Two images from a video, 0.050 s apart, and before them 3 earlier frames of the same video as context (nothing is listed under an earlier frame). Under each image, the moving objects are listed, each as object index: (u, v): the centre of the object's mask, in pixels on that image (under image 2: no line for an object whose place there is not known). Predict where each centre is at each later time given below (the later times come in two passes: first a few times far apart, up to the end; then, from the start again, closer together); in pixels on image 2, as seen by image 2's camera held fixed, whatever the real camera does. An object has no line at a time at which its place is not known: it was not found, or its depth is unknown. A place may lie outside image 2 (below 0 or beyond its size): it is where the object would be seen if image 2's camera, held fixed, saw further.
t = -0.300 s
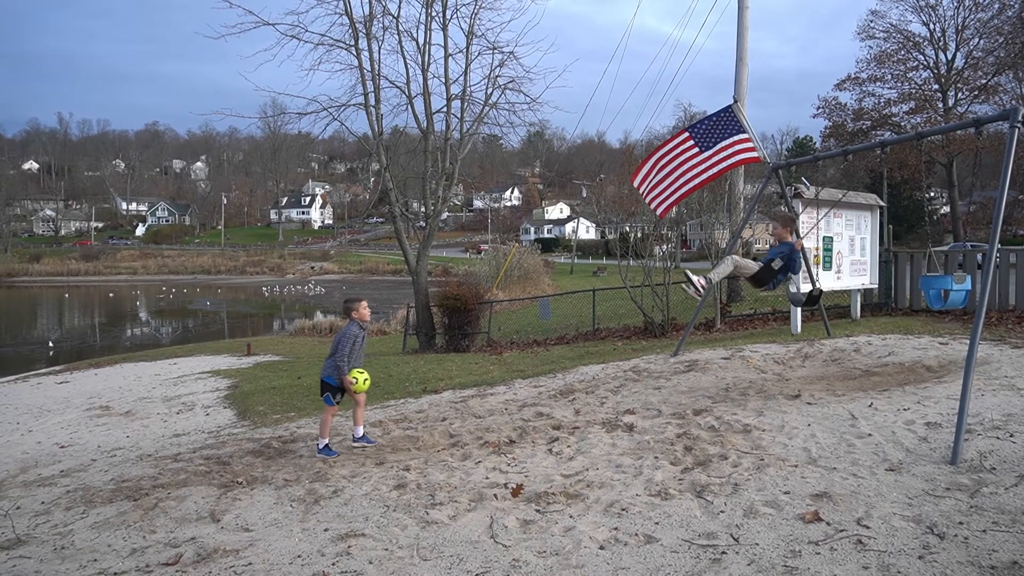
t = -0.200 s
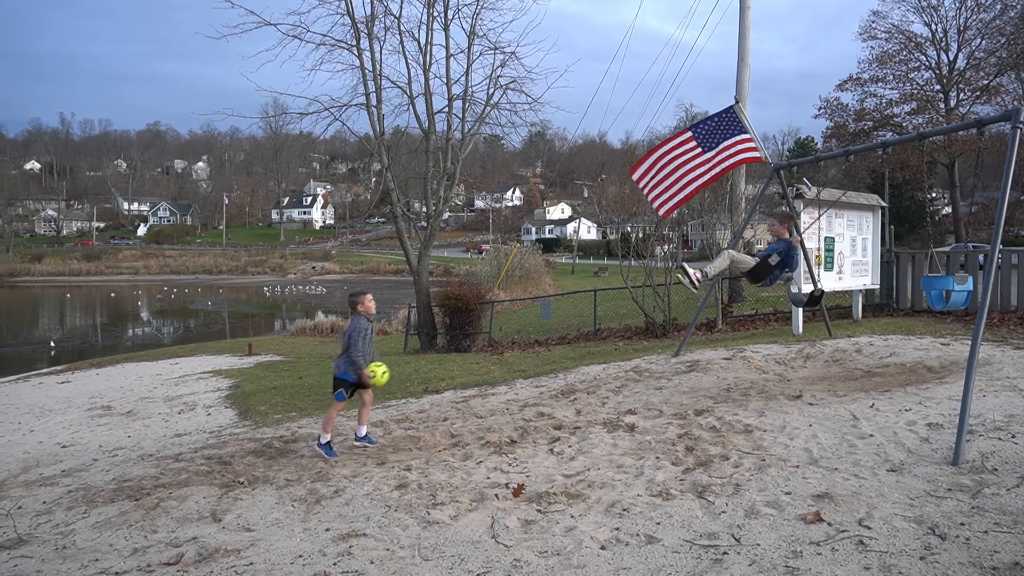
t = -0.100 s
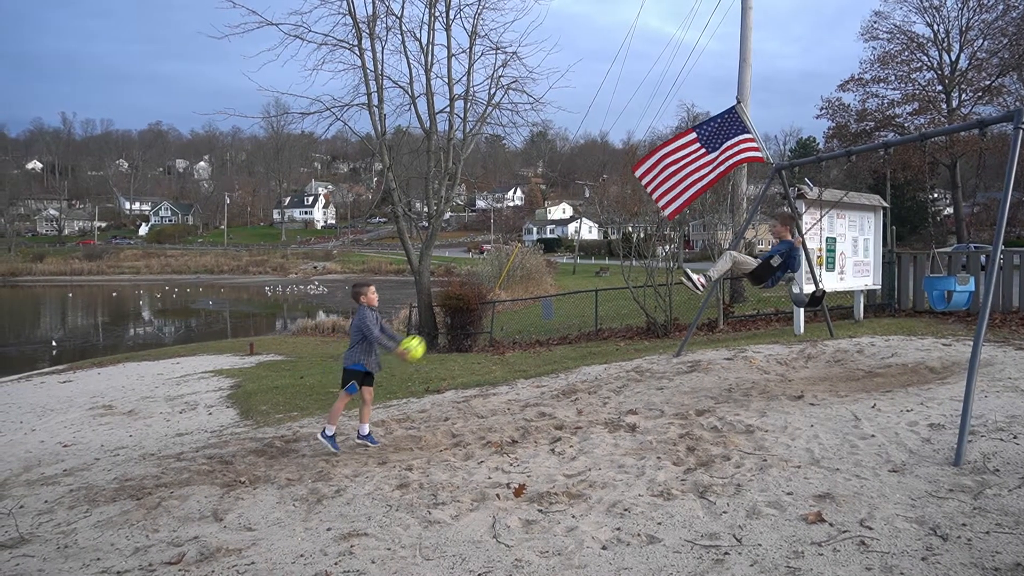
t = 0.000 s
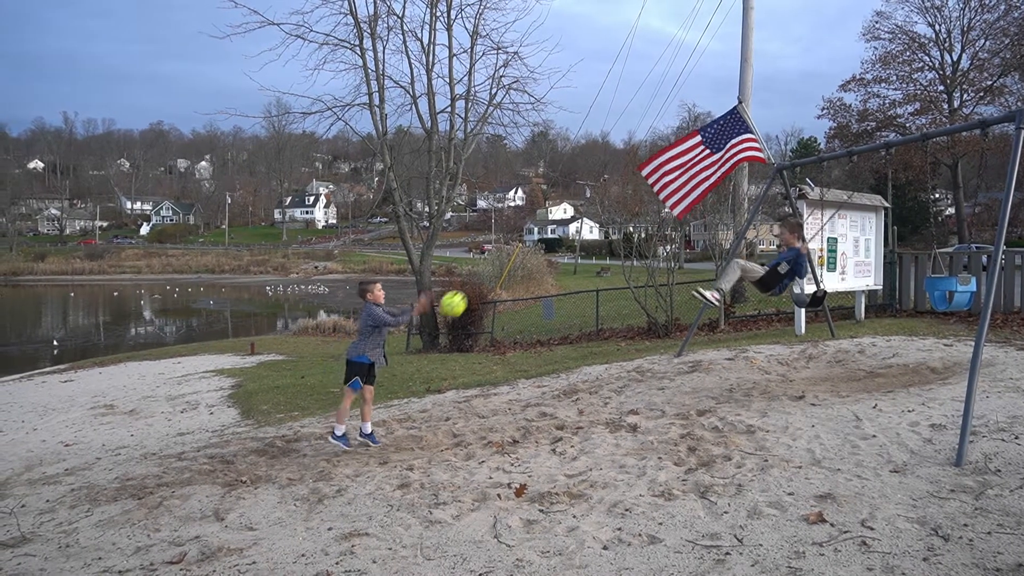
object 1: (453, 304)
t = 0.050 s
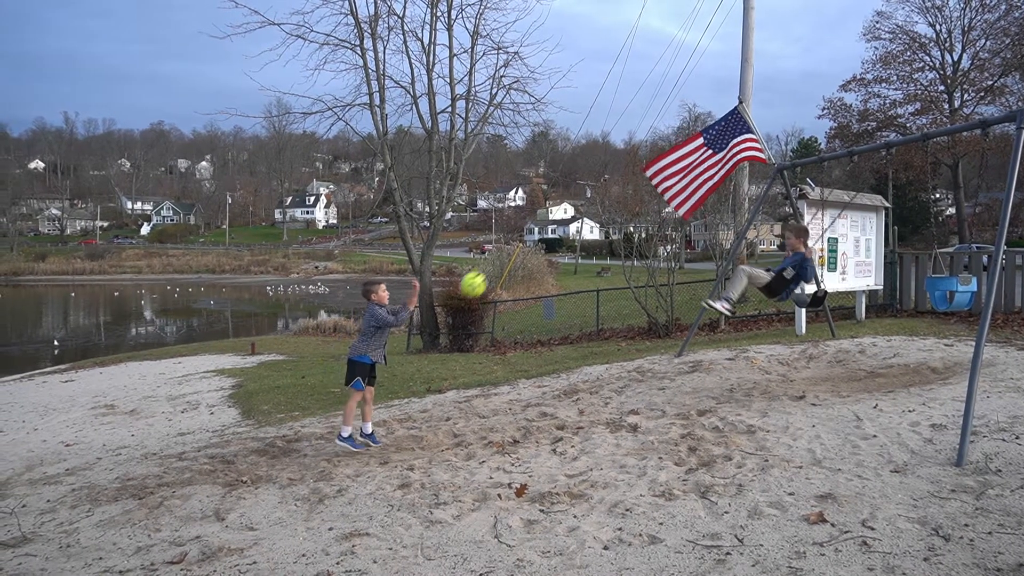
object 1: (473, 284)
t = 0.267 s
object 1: (558, 234)
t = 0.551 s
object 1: (664, 252)
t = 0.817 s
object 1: (758, 356)
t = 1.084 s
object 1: (812, 346)
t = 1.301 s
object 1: (852, 369)
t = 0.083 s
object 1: (487, 273)
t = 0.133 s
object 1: (507, 258)
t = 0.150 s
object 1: (513, 253)
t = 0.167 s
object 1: (519, 250)
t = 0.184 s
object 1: (525, 246)
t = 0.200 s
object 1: (533, 243)
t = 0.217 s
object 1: (539, 240)
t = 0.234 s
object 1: (546, 238)
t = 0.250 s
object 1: (552, 235)
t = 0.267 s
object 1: (558, 234)
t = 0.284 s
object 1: (565, 232)
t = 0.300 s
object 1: (570, 231)
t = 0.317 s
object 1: (576, 230)
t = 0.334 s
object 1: (584, 229)
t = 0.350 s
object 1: (590, 228)
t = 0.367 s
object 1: (597, 229)
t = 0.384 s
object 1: (603, 229)
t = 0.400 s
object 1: (609, 230)
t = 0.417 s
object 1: (615, 232)
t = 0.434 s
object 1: (621, 233)
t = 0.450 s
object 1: (627, 234)
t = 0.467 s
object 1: (633, 236)
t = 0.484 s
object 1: (640, 239)
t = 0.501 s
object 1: (646, 242)
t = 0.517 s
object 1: (651, 245)
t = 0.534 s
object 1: (658, 249)
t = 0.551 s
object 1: (664, 252)
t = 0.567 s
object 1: (670, 256)
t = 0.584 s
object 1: (677, 260)
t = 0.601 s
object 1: (682, 265)
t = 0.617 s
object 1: (689, 270)
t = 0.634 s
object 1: (695, 275)
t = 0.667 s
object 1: (707, 288)
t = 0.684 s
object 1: (713, 294)
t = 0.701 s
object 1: (718, 301)
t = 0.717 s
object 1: (724, 308)
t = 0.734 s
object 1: (730, 315)
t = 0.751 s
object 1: (735, 322)
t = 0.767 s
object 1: (741, 330)
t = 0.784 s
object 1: (747, 338)
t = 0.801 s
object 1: (752, 346)
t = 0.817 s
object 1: (758, 356)
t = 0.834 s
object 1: (763, 364)
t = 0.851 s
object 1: (769, 376)
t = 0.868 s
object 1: (773, 378)
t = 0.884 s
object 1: (776, 374)
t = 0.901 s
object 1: (779, 369)
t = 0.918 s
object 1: (782, 366)
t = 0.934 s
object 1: (785, 362)
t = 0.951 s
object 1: (788, 359)
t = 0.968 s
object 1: (791, 356)
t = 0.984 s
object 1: (794, 354)
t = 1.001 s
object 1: (797, 352)
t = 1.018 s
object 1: (800, 350)
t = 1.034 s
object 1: (803, 348)
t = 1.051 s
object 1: (807, 347)
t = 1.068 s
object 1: (810, 346)
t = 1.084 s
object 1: (812, 346)
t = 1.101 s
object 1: (815, 345)
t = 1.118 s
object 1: (818, 346)
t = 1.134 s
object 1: (821, 346)
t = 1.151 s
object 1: (825, 346)
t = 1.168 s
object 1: (828, 348)
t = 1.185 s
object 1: (831, 350)
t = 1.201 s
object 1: (834, 352)
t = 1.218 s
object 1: (837, 354)
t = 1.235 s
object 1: (840, 356)
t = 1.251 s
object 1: (843, 359)
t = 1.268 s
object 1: (846, 362)
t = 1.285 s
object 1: (849, 365)
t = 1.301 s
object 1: (852, 369)
